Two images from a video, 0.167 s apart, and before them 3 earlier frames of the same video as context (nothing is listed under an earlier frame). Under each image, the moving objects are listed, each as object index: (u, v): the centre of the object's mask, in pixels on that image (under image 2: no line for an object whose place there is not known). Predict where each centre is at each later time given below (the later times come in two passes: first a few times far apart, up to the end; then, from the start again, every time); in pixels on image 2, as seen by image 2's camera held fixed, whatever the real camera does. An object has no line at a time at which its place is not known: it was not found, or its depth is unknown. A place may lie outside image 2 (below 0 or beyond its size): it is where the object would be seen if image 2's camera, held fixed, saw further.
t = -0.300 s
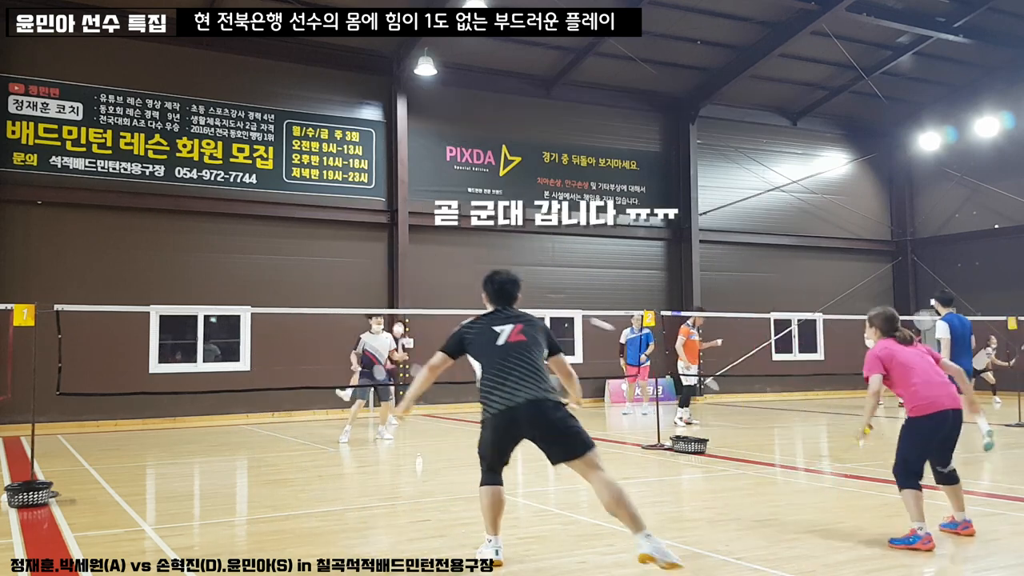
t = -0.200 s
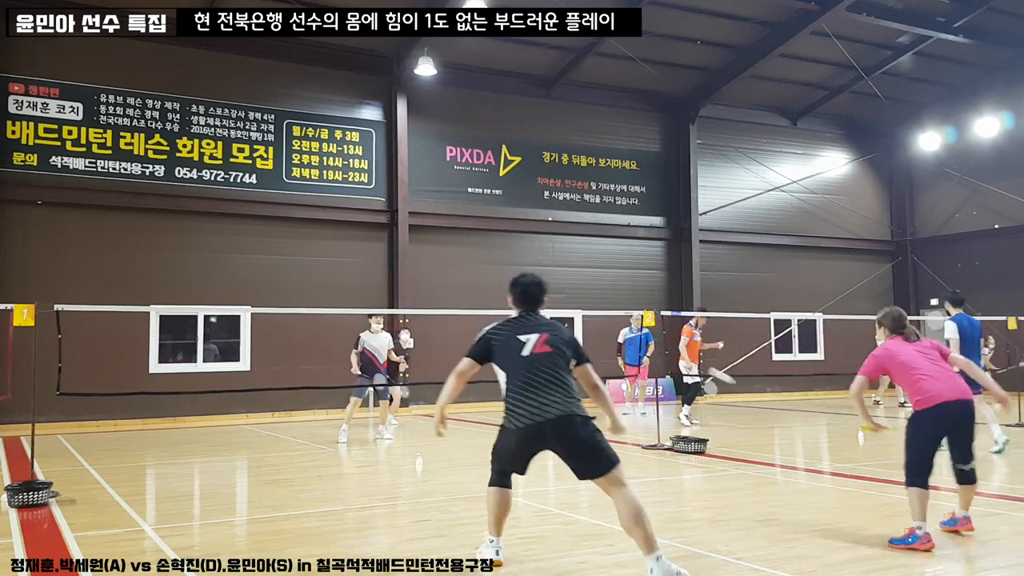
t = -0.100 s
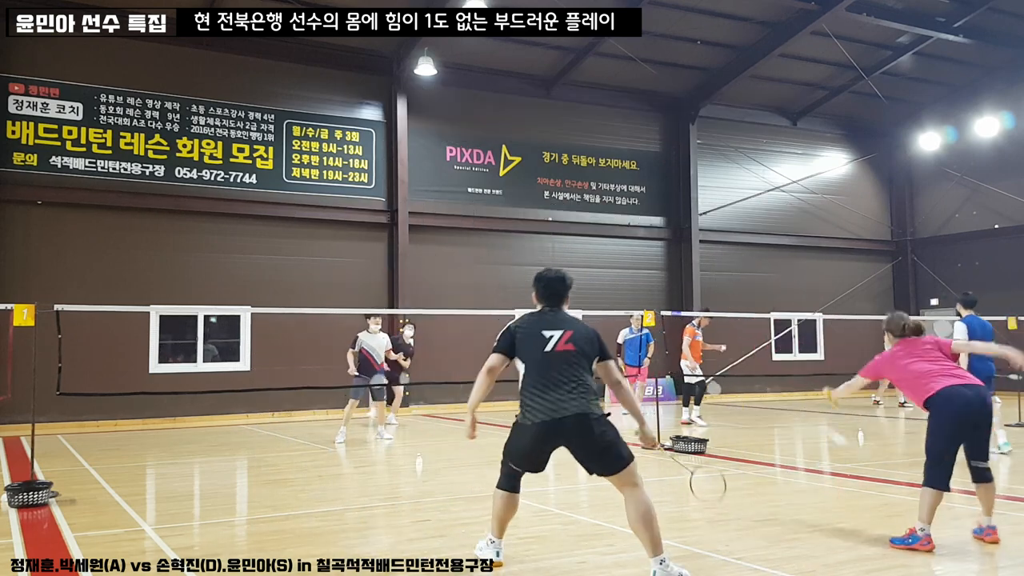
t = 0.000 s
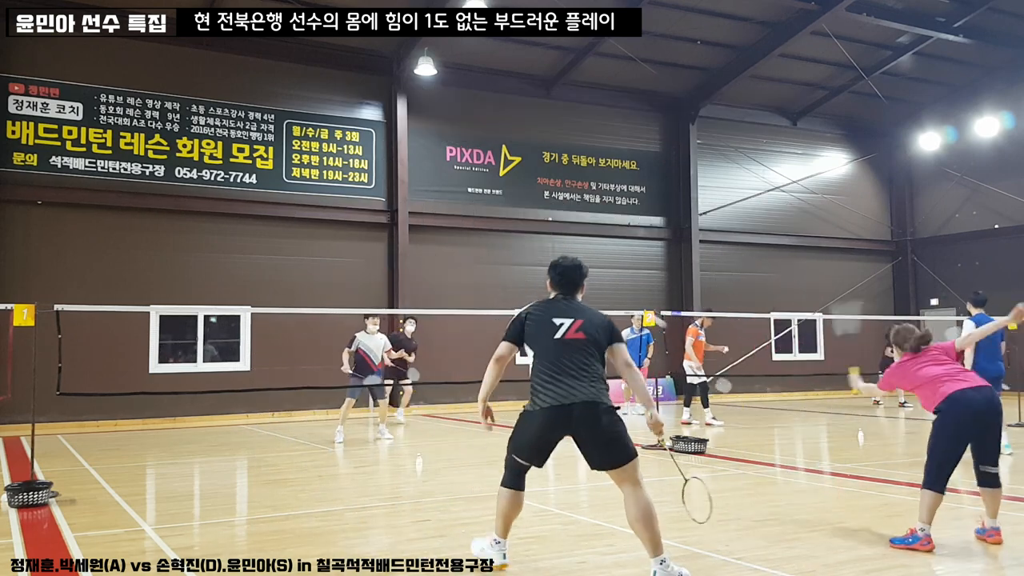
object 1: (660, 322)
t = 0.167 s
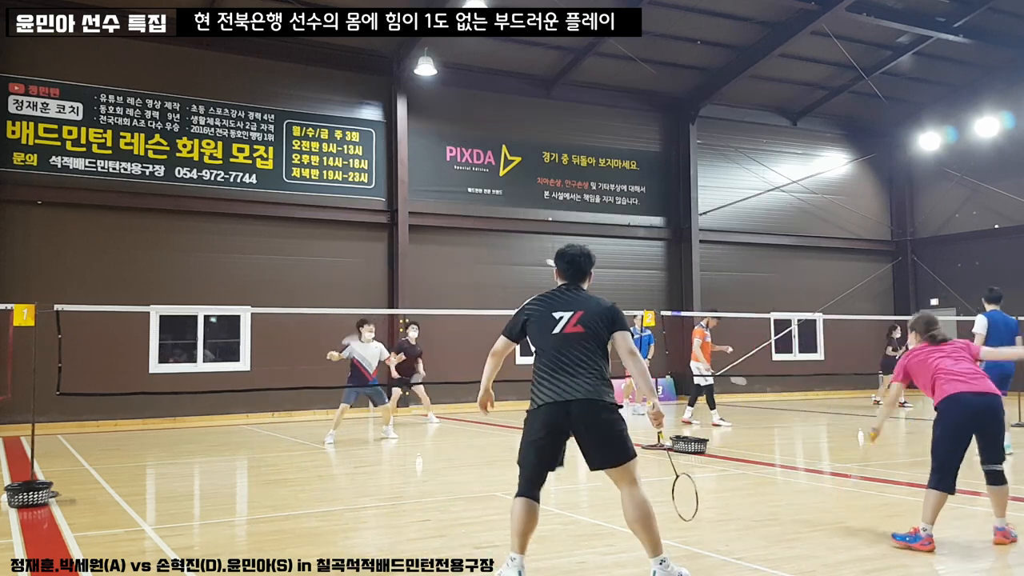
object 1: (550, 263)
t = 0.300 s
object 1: (511, 253)
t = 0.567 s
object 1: (468, 271)
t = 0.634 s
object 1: (460, 281)
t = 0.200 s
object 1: (539, 258)
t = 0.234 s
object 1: (529, 256)
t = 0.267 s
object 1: (520, 254)
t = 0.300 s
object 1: (511, 253)
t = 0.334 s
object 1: (504, 253)
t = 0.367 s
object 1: (497, 254)
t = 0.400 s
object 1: (492, 255)
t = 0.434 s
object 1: (486, 258)
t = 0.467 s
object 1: (481, 260)
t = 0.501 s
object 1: (476, 264)
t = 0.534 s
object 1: (471, 267)
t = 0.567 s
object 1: (468, 271)
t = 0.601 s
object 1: (464, 276)
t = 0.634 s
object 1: (460, 281)
